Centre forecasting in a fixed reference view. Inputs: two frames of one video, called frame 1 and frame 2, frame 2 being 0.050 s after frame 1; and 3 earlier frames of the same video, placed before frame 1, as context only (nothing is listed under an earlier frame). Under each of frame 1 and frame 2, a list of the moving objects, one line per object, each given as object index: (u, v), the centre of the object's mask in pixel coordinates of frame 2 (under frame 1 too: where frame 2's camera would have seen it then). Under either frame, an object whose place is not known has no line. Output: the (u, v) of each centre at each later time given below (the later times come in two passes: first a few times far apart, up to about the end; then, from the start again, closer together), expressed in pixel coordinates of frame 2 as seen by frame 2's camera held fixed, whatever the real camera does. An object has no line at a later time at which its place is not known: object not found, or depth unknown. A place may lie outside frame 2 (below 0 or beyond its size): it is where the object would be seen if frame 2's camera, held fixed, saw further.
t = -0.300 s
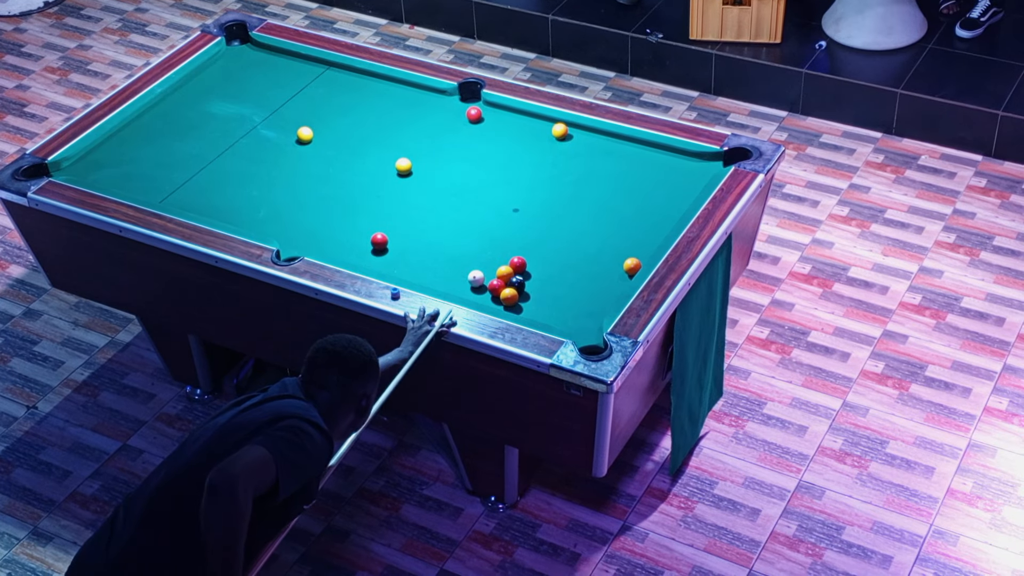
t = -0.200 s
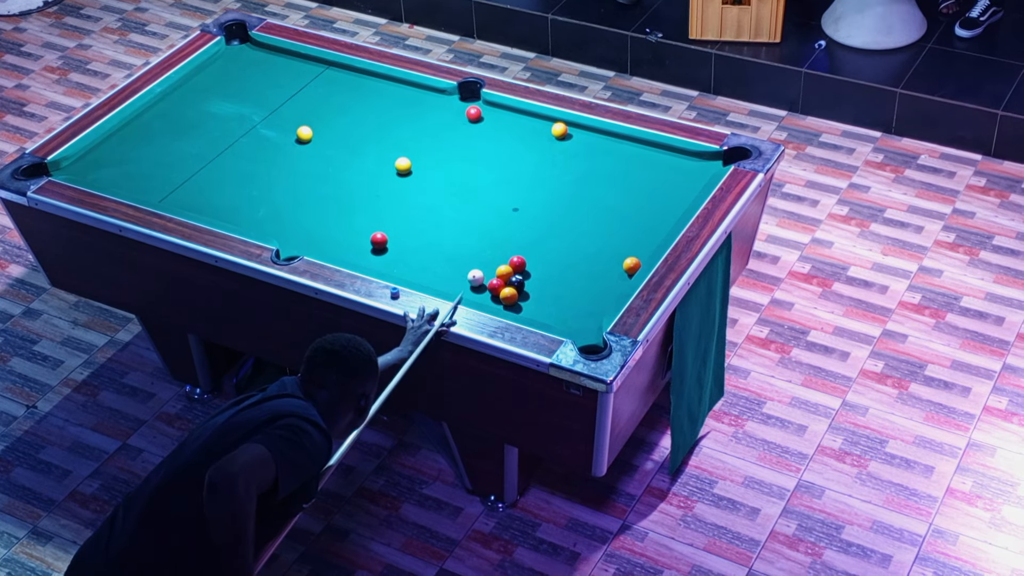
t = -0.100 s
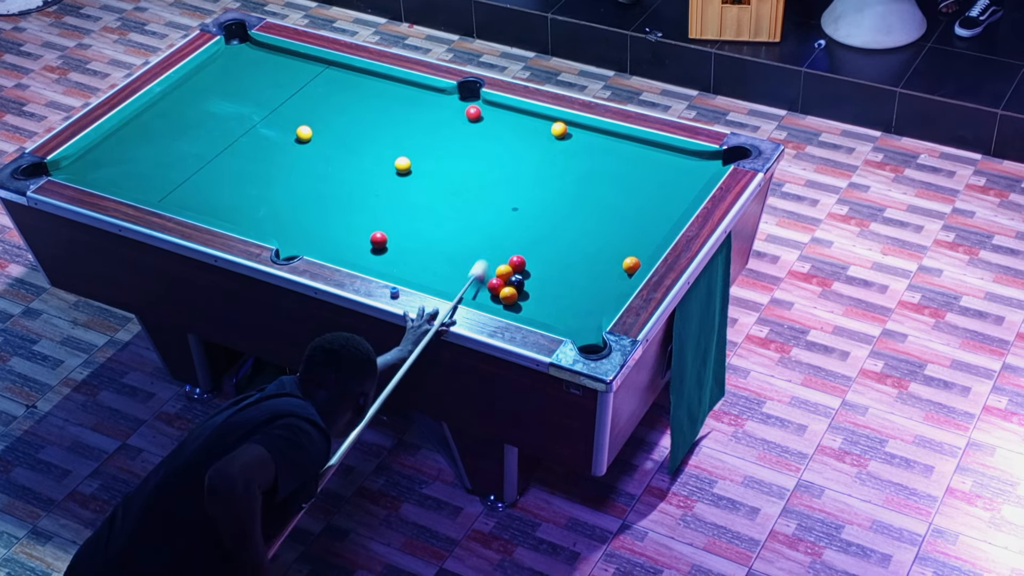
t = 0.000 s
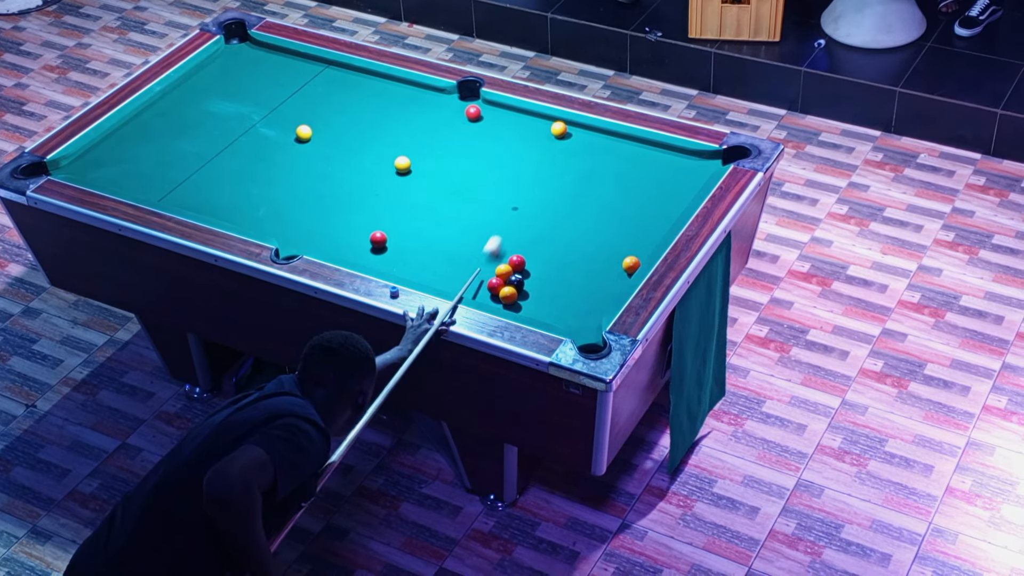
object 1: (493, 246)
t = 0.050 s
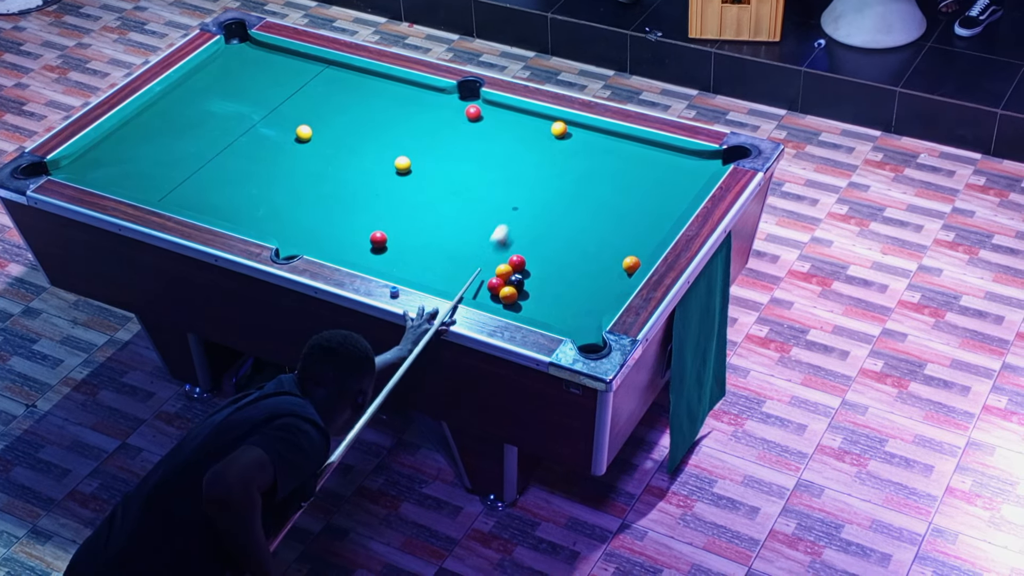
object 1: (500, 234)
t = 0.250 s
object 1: (526, 191)
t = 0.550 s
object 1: (562, 137)
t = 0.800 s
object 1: (589, 131)
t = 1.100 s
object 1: (592, 144)
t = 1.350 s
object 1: (595, 154)
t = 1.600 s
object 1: (598, 164)
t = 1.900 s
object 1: (600, 173)
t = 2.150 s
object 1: (603, 180)
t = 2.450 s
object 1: (605, 188)
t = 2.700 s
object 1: (607, 192)
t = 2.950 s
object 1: (608, 196)
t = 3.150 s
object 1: (610, 199)
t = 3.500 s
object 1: (610, 199)
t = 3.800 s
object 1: (611, 201)
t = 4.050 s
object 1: (611, 201)
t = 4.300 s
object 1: (611, 201)
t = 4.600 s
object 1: (611, 201)
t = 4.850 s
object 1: (611, 201)
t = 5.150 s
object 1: (611, 201)
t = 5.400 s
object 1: (611, 201)
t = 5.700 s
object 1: (611, 201)
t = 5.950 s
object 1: (611, 201)
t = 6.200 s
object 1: (610, 201)
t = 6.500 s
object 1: (611, 202)
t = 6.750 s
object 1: (611, 202)
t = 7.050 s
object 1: (611, 202)
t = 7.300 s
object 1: (611, 202)
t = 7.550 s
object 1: (611, 202)
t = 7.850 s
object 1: (611, 202)
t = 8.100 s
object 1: (611, 202)
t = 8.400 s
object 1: (611, 202)
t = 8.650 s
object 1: (611, 202)
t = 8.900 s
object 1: (611, 202)
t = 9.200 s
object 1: (611, 202)
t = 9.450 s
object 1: (611, 202)
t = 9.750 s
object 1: (611, 202)
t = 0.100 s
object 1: (507, 223)
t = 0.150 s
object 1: (513, 212)
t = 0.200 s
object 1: (520, 201)
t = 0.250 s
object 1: (526, 191)
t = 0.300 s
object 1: (532, 180)
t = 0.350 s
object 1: (538, 171)
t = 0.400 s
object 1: (544, 161)
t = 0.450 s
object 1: (550, 151)
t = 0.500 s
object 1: (556, 142)
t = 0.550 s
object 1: (562, 137)
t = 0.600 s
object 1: (568, 137)
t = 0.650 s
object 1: (574, 135)
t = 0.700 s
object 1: (580, 133)
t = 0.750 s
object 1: (586, 131)
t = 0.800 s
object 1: (589, 131)
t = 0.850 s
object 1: (590, 133)
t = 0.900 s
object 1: (590, 136)
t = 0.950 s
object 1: (591, 138)
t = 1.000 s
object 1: (591, 140)
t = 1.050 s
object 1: (592, 142)
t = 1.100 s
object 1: (592, 144)
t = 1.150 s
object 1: (593, 146)
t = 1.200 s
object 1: (594, 148)
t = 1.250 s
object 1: (594, 151)
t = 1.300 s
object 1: (595, 153)
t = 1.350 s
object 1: (595, 154)
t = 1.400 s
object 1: (596, 156)
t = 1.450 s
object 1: (596, 158)
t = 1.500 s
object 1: (597, 160)
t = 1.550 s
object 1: (597, 162)
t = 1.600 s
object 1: (598, 164)
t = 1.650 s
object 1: (598, 165)
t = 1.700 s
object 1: (599, 167)
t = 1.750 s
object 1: (599, 169)
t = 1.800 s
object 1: (600, 170)
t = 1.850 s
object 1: (600, 172)
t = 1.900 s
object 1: (600, 173)
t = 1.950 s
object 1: (601, 175)
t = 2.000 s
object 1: (601, 176)
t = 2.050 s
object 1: (602, 178)
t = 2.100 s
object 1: (602, 179)
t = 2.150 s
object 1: (603, 180)
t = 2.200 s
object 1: (603, 182)
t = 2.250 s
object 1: (603, 183)
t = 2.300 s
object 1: (604, 184)
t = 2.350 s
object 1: (604, 185)
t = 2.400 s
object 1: (605, 186)
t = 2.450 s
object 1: (605, 188)
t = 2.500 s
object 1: (605, 189)
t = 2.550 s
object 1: (606, 190)
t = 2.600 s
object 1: (606, 191)
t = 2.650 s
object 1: (606, 192)
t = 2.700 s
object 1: (607, 192)
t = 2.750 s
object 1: (607, 193)
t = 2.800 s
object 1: (608, 194)
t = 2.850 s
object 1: (608, 195)
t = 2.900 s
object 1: (608, 196)
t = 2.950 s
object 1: (608, 196)
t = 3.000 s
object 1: (609, 197)
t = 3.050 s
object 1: (609, 198)
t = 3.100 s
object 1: (609, 198)
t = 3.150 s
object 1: (610, 199)
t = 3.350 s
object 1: (608, 199)
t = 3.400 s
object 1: (610, 198)
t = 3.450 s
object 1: (610, 199)
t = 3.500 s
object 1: (610, 199)
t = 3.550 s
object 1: (611, 201)
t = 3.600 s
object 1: (611, 201)
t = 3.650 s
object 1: (611, 201)
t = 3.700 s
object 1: (611, 201)
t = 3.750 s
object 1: (611, 201)
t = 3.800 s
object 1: (611, 201)
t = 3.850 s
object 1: (611, 201)
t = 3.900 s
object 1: (611, 201)
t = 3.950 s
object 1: (611, 201)
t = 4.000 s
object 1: (611, 201)
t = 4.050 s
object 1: (611, 201)
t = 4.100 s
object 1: (611, 201)
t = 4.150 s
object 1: (611, 201)
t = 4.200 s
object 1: (611, 201)
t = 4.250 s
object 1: (611, 201)
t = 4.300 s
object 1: (611, 201)
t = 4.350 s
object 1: (611, 201)
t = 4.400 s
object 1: (611, 201)
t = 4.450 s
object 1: (611, 201)
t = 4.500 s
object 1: (611, 201)
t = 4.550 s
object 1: (611, 201)
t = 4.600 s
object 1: (611, 201)
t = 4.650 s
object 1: (611, 201)
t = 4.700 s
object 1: (611, 201)
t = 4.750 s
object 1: (611, 201)
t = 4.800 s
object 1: (611, 201)
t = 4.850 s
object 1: (611, 201)
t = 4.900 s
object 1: (611, 201)
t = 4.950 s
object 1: (611, 201)
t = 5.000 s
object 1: (610, 201)
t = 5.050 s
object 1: (611, 201)
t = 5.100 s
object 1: (611, 201)
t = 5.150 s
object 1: (611, 201)
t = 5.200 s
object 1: (611, 201)
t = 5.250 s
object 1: (611, 201)
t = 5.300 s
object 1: (611, 201)
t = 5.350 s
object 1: (611, 201)
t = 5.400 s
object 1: (611, 201)
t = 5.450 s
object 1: (611, 201)
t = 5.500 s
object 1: (611, 201)
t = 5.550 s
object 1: (611, 201)
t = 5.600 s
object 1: (611, 201)
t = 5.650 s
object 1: (611, 201)
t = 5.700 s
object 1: (611, 201)
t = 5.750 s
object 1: (611, 201)
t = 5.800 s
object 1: (611, 201)
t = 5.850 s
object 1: (611, 201)
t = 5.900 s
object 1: (611, 201)
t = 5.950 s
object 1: (611, 201)
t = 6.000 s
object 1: (611, 201)
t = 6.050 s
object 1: (611, 201)
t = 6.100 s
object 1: (610, 201)
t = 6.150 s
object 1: (610, 201)
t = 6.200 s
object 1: (610, 201)
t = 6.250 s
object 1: (610, 202)
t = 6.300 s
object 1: (610, 202)
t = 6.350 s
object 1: (610, 202)
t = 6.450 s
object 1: (610, 202)
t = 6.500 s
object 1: (611, 202)
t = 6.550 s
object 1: (611, 202)
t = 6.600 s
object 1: (611, 202)
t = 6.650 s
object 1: (611, 202)
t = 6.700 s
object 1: (611, 202)
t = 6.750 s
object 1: (611, 202)
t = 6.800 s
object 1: (611, 202)
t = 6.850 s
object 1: (611, 202)
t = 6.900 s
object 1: (611, 202)
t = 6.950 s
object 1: (611, 202)
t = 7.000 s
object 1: (611, 202)
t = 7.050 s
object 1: (611, 202)
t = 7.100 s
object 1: (611, 202)
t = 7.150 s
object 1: (611, 202)
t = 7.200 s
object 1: (611, 202)
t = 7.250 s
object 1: (611, 202)
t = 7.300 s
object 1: (611, 202)
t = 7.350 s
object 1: (611, 202)
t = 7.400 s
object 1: (611, 202)
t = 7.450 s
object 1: (611, 202)
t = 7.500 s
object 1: (611, 202)
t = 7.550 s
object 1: (611, 202)
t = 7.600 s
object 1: (611, 202)
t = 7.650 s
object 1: (611, 202)
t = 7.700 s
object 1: (611, 202)
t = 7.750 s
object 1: (611, 202)
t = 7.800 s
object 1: (611, 202)
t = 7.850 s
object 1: (611, 202)
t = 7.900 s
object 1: (611, 202)
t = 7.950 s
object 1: (611, 202)
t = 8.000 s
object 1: (611, 202)
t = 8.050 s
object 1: (611, 202)
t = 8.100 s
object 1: (611, 202)
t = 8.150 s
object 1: (611, 202)
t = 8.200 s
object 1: (611, 202)
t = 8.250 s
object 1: (611, 202)
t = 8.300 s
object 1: (611, 202)
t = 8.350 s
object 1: (611, 202)
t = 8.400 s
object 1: (611, 202)
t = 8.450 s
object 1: (611, 202)
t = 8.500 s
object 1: (611, 202)
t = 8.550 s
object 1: (611, 202)
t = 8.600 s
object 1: (611, 202)
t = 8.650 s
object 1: (611, 202)
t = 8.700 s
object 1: (611, 202)
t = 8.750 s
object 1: (611, 202)
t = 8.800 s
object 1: (611, 202)
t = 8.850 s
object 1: (611, 202)
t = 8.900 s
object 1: (611, 202)
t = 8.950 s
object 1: (611, 202)
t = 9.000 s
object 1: (611, 202)
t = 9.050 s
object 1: (611, 202)
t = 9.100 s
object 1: (611, 202)
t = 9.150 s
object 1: (611, 202)
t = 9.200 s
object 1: (611, 202)
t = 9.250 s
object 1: (611, 202)
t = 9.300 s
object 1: (611, 202)
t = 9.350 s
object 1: (611, 202)
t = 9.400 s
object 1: (611, 202)
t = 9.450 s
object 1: (611, 202)
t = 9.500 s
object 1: (611, 202)
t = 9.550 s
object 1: (611, 202)
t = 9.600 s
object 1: (611, 202)
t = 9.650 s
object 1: (611, 202)
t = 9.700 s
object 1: (611, 202)
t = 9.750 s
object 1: (611, 202)
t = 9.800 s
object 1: (611, 202)
